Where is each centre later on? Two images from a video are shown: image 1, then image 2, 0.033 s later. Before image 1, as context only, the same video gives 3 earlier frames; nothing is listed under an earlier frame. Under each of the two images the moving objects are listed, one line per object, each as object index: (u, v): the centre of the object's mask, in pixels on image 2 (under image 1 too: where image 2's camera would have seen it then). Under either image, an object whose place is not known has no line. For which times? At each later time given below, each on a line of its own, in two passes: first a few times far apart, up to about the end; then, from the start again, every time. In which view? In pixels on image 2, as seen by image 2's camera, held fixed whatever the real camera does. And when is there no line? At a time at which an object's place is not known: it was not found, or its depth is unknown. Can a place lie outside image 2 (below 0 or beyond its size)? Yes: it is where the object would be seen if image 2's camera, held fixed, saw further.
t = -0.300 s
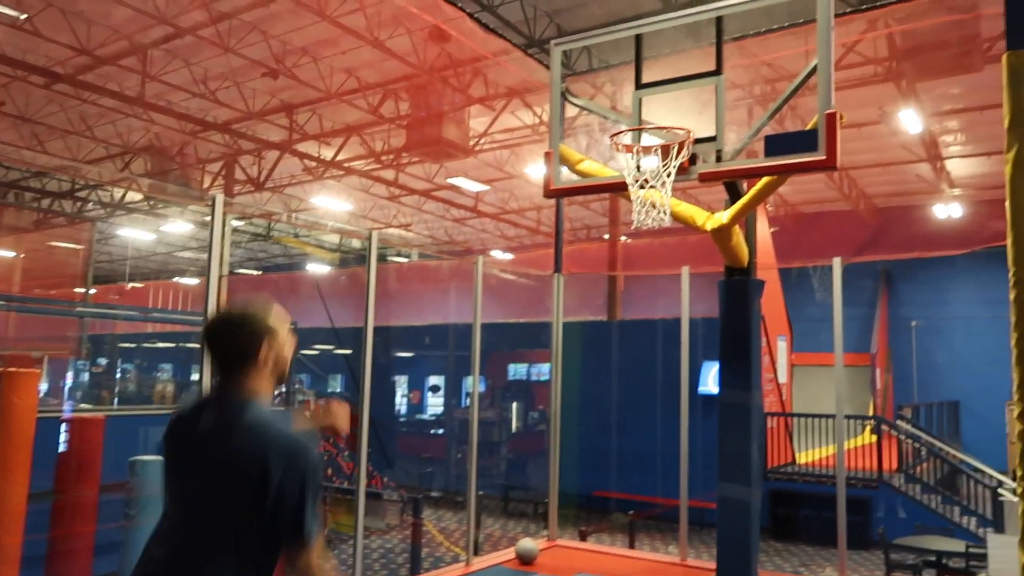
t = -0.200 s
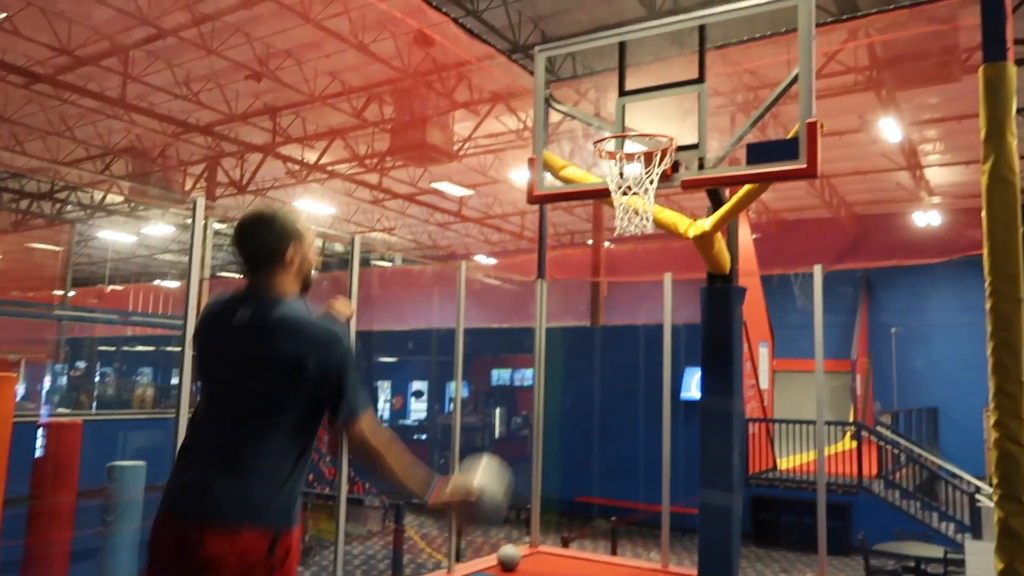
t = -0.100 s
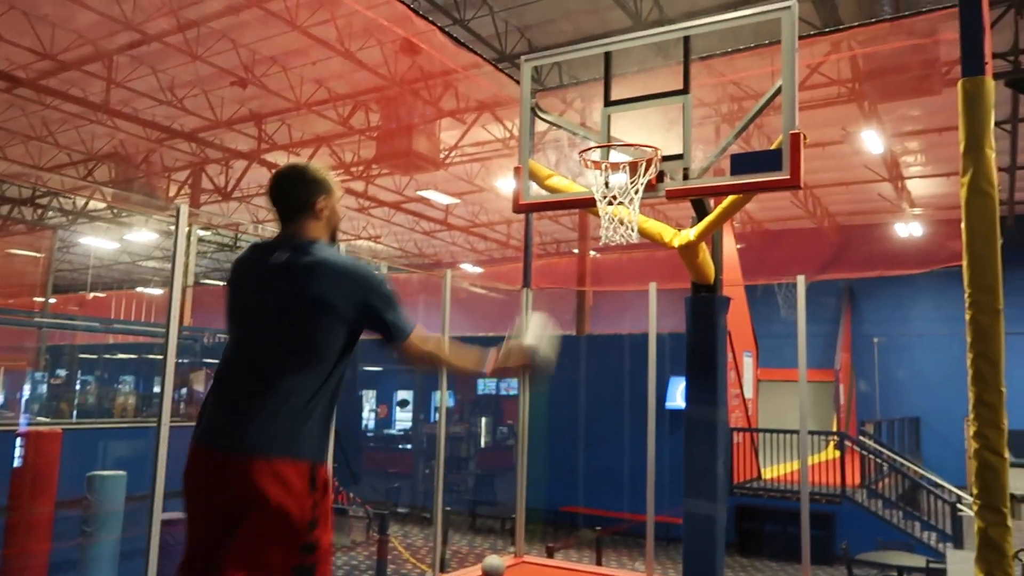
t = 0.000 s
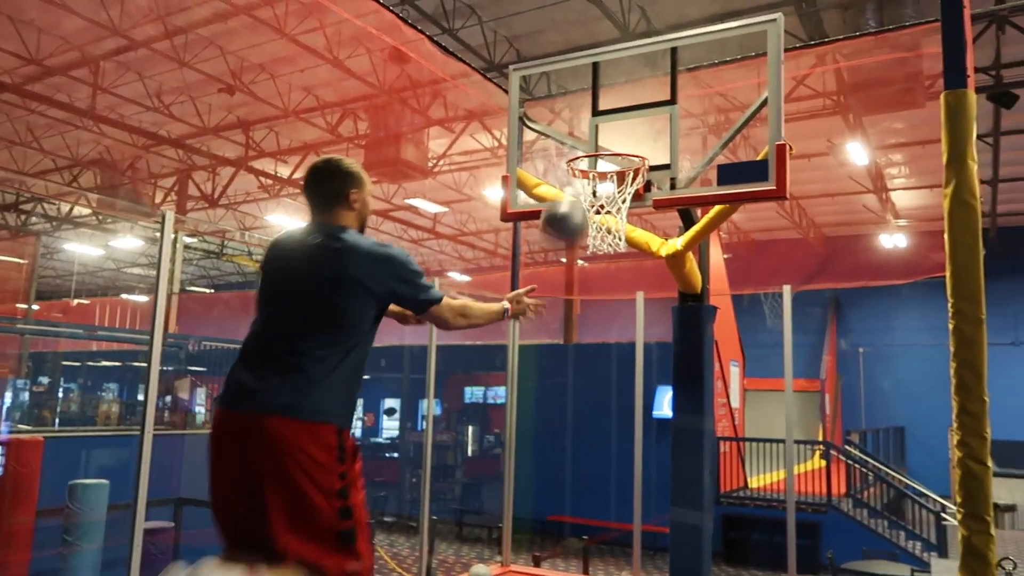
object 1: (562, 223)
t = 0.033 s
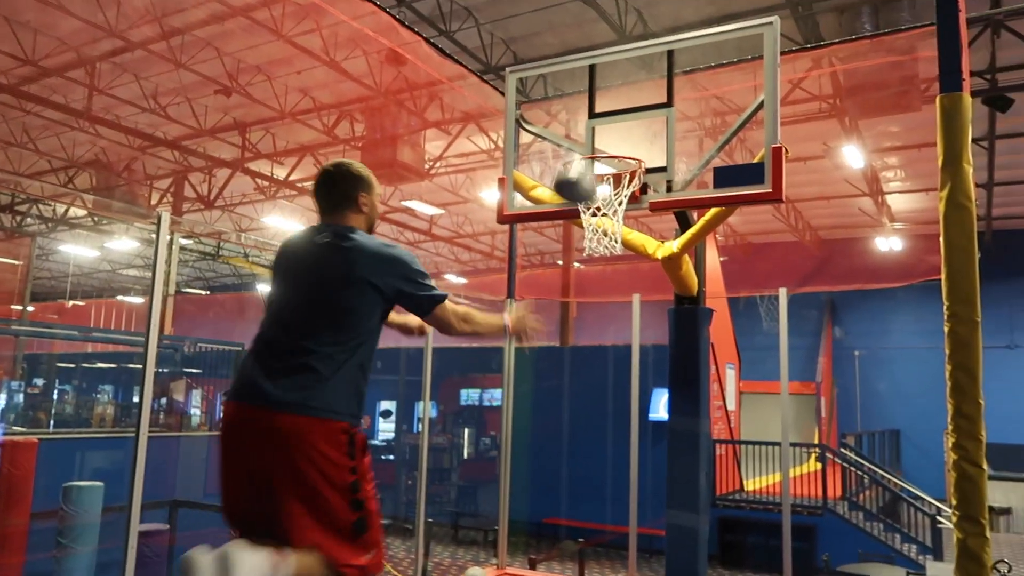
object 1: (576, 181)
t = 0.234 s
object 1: (637, 57)
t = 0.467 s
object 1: (689, 31)
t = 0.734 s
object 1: (685, 39)
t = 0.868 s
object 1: (673, 77)
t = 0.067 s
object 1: (587, 152)
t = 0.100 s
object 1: (599, 125)
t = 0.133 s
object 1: (609, 103)
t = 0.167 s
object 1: (619, 84)
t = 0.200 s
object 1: (628, 69)
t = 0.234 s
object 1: (637, 57)
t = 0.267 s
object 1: (646, 46)
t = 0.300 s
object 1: (655, 39)
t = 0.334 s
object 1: (662, 33)
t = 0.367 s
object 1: (669, 30)
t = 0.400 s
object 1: (676, 28)
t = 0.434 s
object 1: (683, 29)
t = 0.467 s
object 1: (689, 31)
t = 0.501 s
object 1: (695, 35)
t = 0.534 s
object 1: (699, 38)
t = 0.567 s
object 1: (697, 34)
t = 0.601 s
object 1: (694, 32)
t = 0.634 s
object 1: (692, 31)
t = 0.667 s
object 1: (690, 32)
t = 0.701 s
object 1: (688, 35)
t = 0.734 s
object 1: (685, 39)
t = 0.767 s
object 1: (682, 46)
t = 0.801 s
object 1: (679, 54)
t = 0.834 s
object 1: (677, 64)
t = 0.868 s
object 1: (673, 77)
